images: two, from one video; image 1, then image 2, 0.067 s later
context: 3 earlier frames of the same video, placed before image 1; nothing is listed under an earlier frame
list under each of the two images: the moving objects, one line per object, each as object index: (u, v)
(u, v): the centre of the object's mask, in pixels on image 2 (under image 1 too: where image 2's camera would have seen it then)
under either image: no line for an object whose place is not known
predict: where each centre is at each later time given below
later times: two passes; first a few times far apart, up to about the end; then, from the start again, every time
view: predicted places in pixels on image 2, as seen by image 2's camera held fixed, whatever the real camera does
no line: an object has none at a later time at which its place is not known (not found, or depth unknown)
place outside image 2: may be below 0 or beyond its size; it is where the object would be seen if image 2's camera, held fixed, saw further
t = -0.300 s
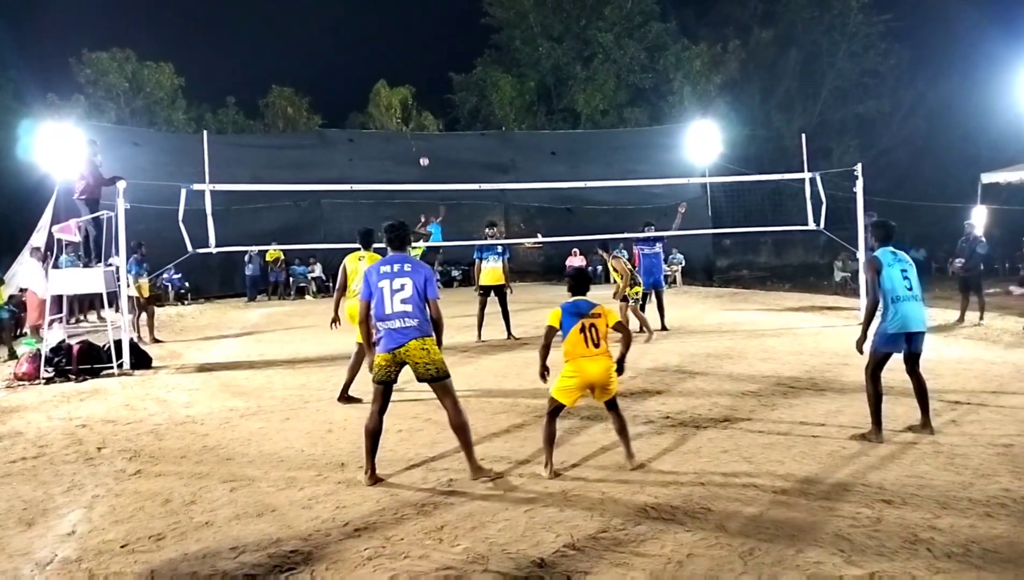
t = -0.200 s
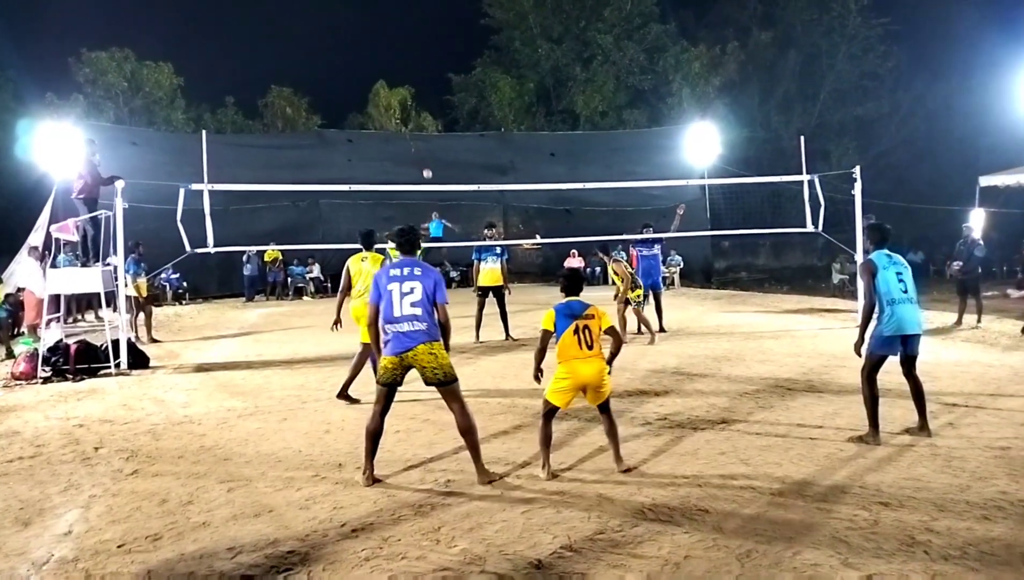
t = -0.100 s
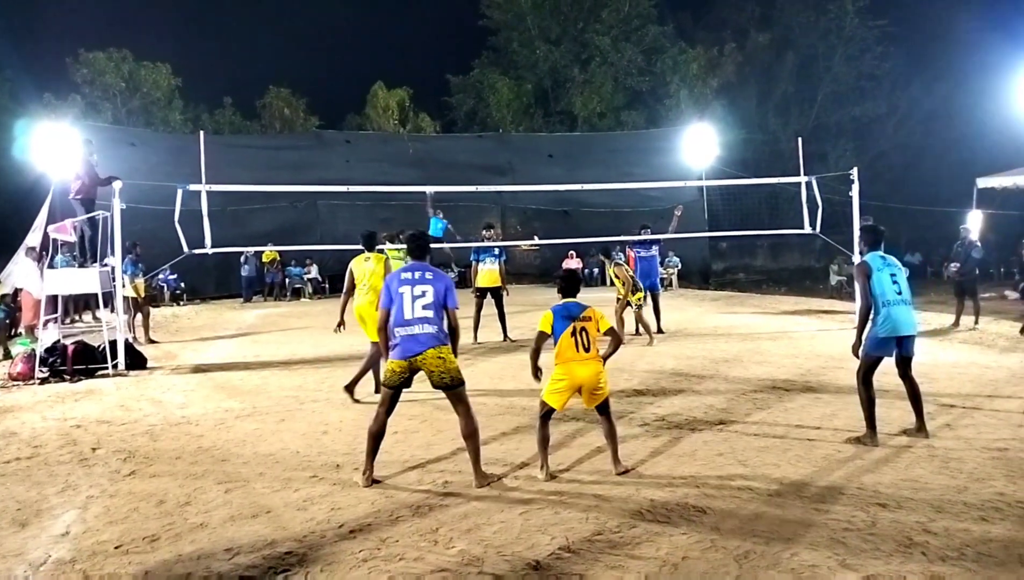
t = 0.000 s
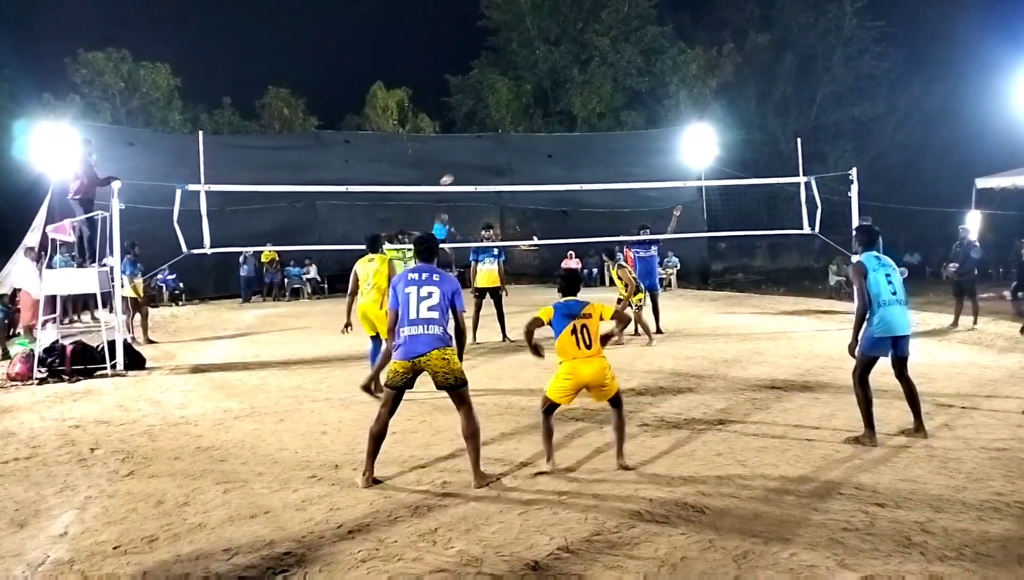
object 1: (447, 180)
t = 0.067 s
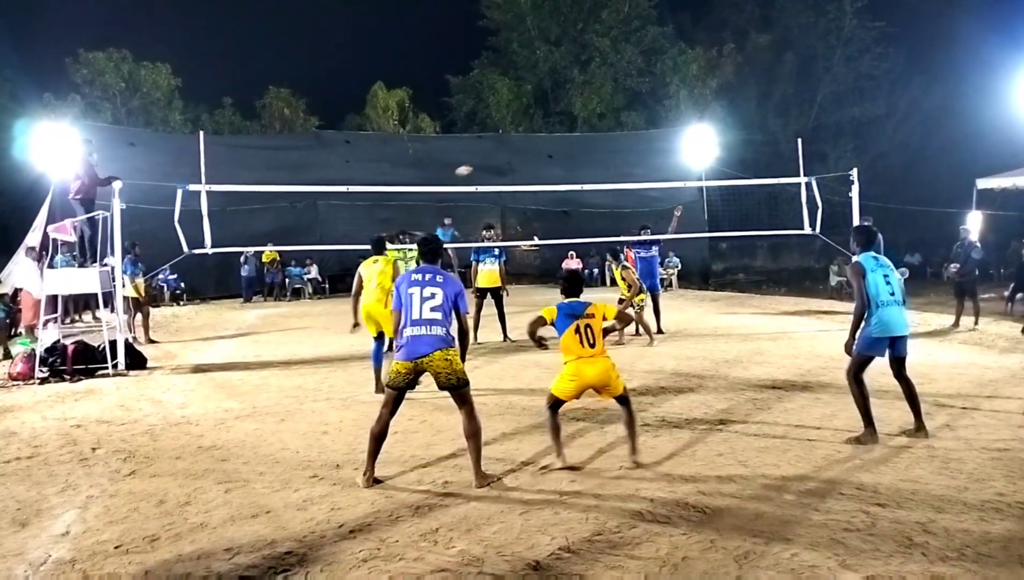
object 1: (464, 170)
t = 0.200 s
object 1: (506, 162)
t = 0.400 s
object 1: (599, 189)
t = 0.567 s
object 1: (730, 279)
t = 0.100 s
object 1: (473, 167)
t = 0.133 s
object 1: (483, 165)
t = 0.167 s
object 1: (494, 163)
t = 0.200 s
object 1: (506, 162)
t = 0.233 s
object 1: (518, 162)
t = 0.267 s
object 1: (532, 164)
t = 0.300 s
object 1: (547, 167)
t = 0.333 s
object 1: (563, 173)
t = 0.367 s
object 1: (579, 178)
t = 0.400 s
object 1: (599, 189)
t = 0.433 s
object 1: (621, 201)
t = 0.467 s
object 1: (645, 216)
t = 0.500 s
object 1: (670, 233)
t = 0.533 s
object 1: (700, 257)
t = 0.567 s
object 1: (730, 279)
